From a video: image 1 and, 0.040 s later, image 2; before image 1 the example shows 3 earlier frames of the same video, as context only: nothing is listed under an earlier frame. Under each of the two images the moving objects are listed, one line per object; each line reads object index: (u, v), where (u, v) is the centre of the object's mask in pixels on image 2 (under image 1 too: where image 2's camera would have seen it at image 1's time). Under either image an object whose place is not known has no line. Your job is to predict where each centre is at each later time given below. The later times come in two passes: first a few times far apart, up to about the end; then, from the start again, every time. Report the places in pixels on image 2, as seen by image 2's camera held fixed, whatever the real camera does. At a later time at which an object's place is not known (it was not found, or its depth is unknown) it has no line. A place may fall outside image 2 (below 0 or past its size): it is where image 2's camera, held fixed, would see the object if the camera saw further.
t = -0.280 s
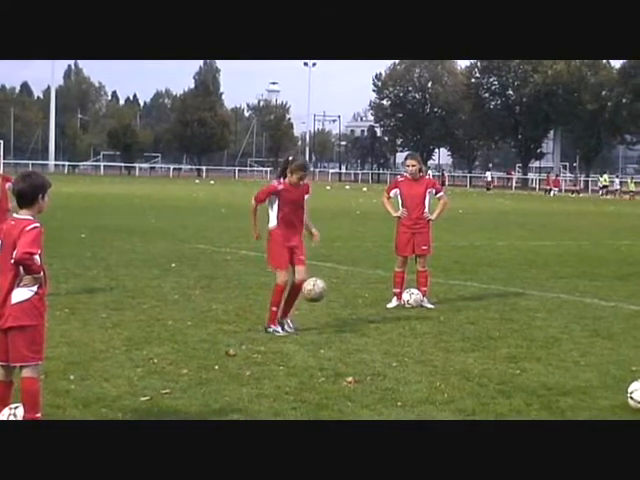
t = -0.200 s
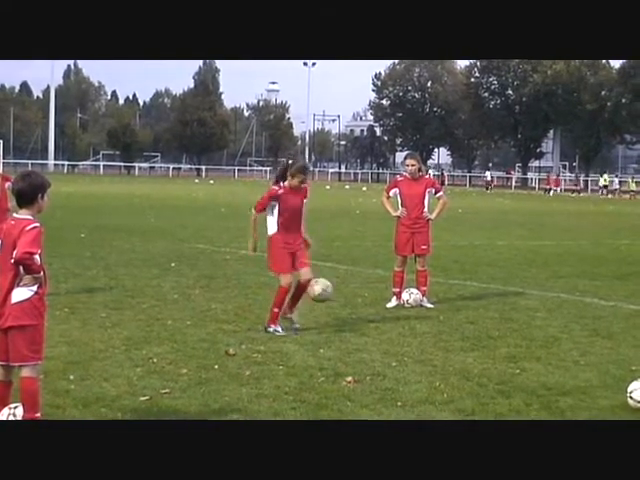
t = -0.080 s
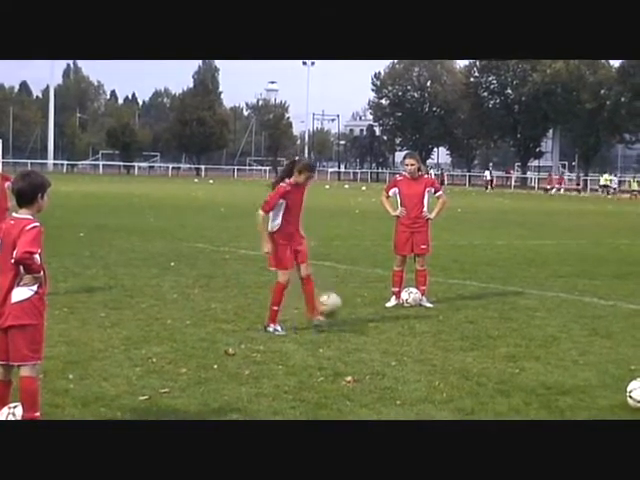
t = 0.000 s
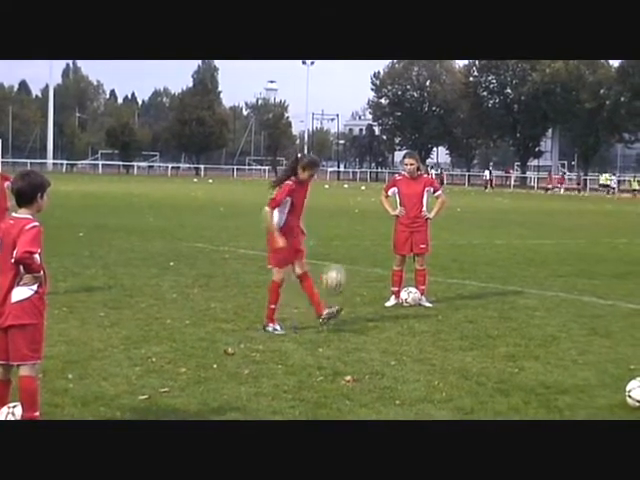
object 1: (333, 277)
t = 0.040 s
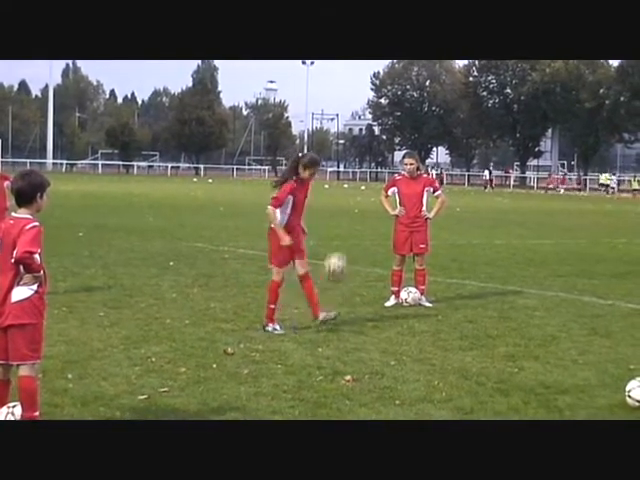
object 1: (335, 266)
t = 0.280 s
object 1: (343, 226)
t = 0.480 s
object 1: (347, 242)
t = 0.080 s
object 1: (336, 253)
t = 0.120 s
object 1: (338, 243)
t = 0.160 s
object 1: (339, 237)
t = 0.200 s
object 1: (340, 231)
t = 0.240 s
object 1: (341, 227)
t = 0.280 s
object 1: (343, 226)
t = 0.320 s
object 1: (343, 225)
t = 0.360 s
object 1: (344, 227)
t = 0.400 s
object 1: (345, 230)
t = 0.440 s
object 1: (346, 236)
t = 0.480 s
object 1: (347, 242)
